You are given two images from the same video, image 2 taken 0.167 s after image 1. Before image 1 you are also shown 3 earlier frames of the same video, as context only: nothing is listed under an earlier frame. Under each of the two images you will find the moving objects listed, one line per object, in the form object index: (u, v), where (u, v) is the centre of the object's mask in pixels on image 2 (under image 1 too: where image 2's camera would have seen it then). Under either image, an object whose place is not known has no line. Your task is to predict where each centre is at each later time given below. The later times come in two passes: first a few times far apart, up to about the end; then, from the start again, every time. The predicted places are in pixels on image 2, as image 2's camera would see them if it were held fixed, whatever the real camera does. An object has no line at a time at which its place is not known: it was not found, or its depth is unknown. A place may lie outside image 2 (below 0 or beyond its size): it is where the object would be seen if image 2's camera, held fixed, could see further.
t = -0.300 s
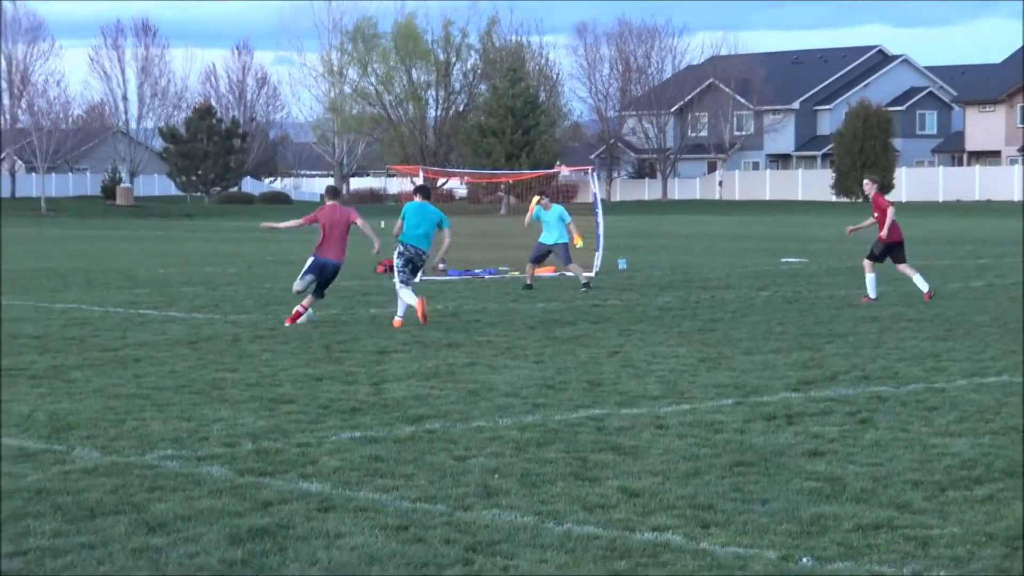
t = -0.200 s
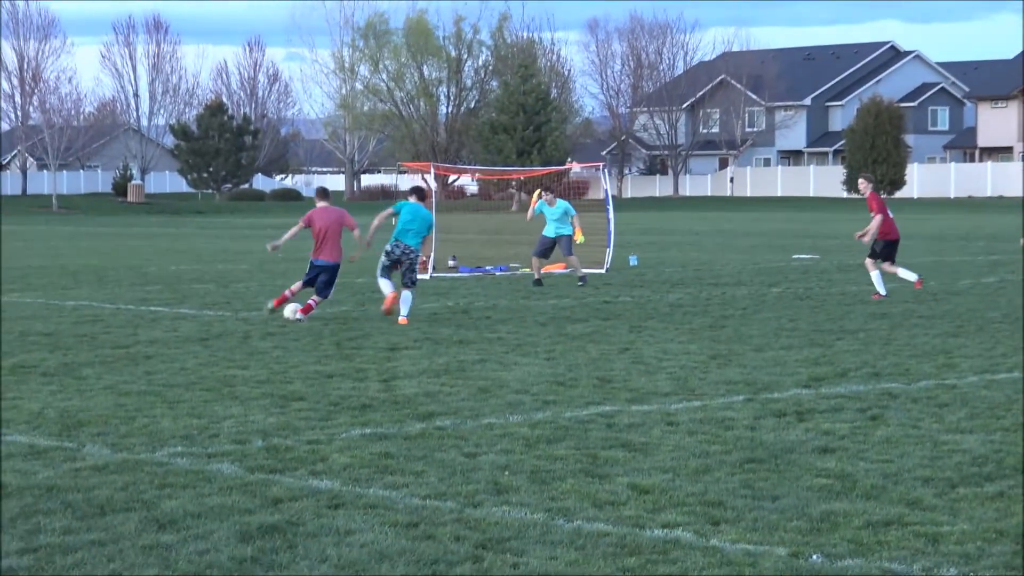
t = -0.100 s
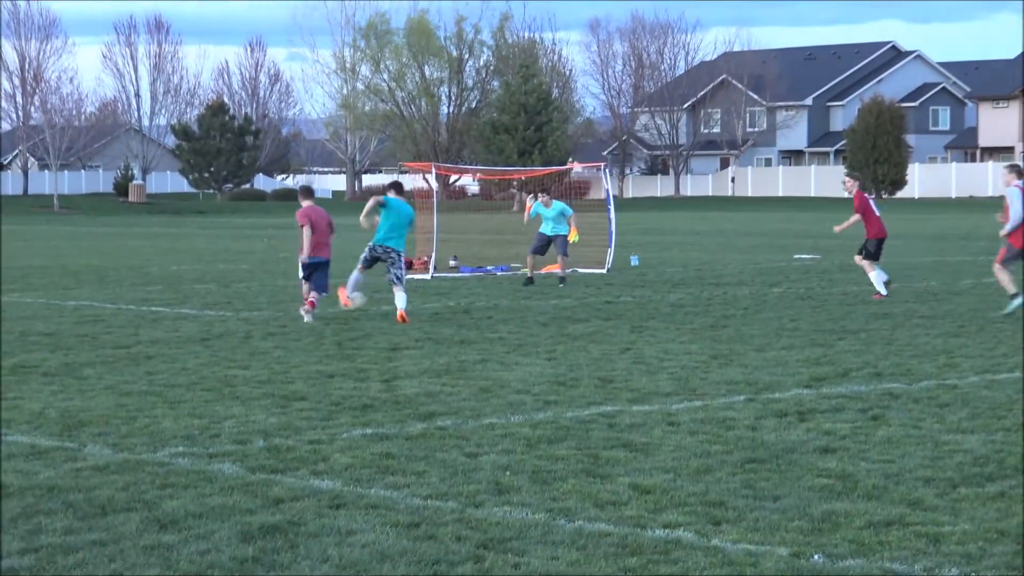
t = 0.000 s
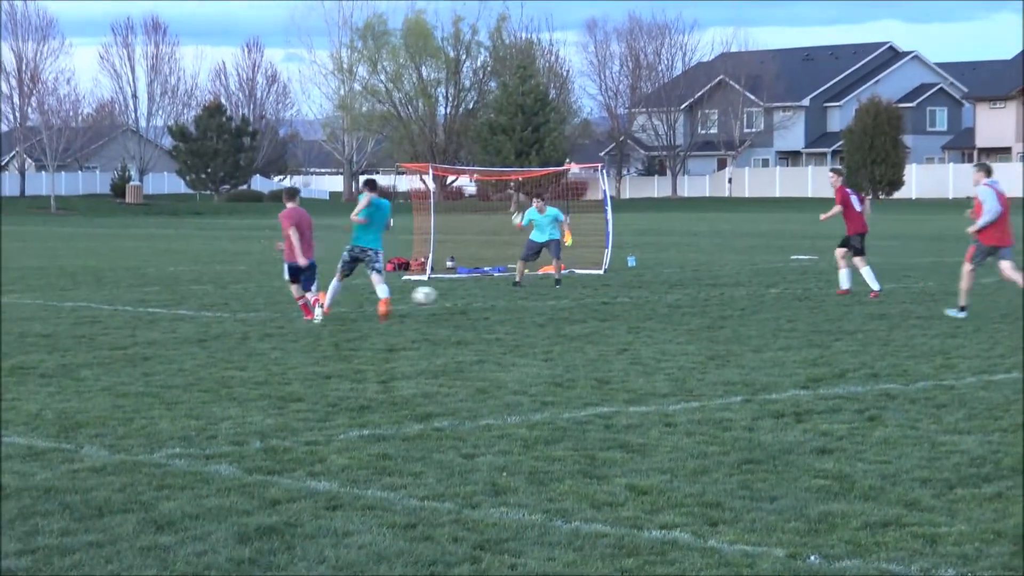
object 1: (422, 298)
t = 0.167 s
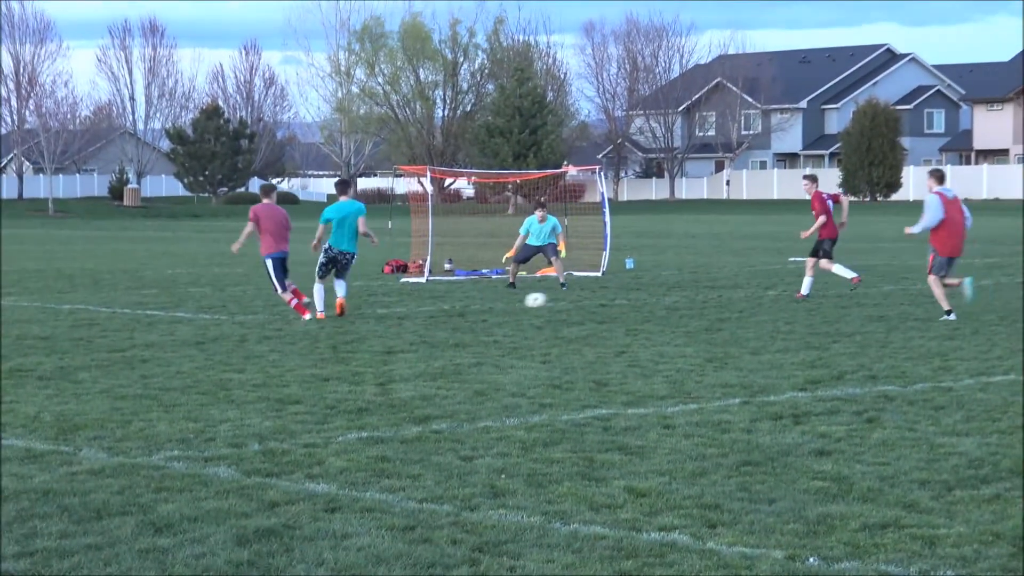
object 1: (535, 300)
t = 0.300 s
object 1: (603, 295)
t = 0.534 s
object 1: (697, 289)
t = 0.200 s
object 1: (553, 298)
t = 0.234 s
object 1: (570, 296)
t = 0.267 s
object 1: (586, 295)
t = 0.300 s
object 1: (603, 295)
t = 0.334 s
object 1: (619, 295)
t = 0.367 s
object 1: (634, 295)
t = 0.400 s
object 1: (647, 293)
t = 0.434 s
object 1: (660, 291)
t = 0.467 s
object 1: (673, 289)
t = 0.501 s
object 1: (685, 289)
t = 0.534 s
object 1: (697, 289)
